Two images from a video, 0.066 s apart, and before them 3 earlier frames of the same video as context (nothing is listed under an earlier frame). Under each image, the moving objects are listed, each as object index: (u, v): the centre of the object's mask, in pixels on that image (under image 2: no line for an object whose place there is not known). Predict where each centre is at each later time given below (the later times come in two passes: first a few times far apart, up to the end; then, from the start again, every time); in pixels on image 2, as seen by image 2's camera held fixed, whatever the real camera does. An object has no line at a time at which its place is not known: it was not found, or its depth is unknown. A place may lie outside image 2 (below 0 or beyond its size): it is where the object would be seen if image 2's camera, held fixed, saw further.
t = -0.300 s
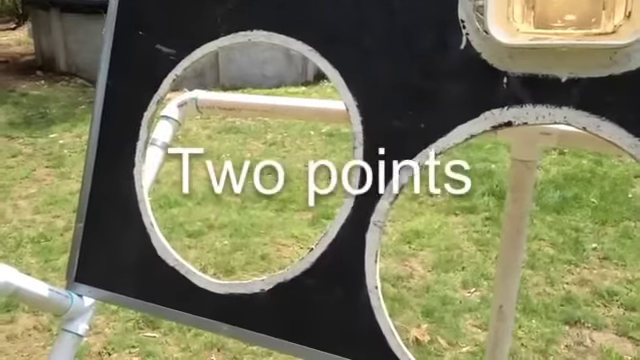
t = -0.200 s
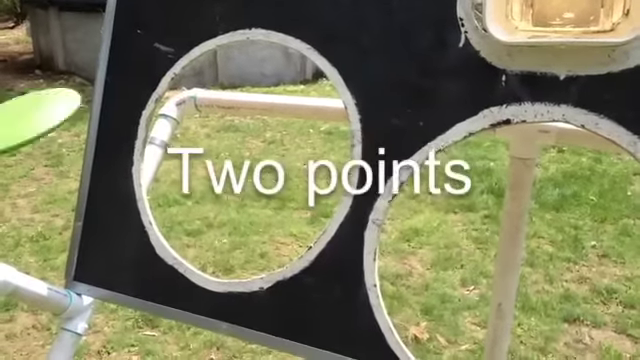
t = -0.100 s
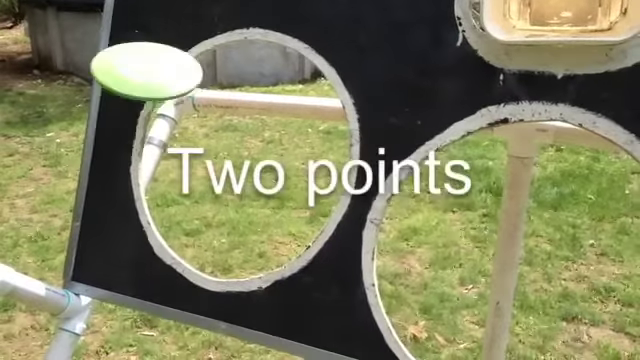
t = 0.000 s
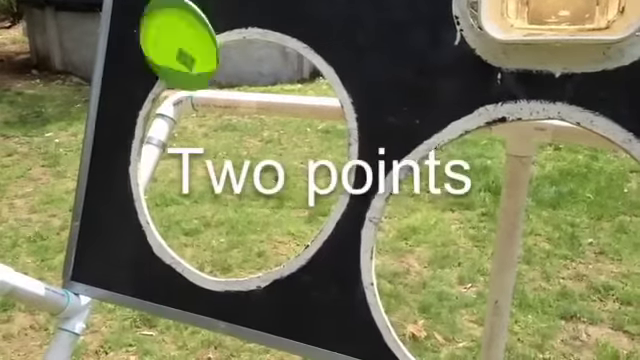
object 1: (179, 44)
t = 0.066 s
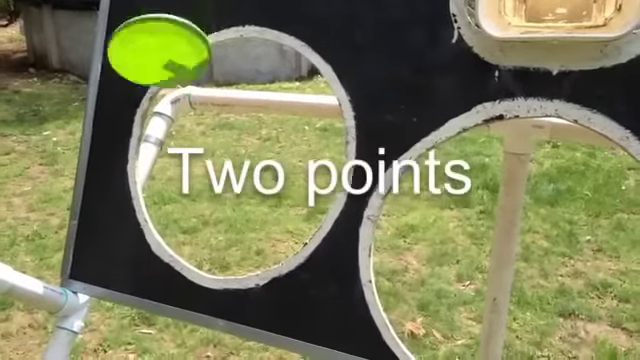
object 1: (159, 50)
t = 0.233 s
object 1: (131, 168)
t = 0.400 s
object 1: (88, 336)
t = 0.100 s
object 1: (153, 65)
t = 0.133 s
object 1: (147, 88)
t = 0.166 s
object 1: (141, 109)
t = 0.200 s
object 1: (136, 136)
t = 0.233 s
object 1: (131, 168)
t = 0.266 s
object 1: (127, 204)
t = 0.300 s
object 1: (121, 239)
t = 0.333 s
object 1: (109, 270)
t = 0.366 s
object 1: (98, 307)
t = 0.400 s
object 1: (88, 336)
